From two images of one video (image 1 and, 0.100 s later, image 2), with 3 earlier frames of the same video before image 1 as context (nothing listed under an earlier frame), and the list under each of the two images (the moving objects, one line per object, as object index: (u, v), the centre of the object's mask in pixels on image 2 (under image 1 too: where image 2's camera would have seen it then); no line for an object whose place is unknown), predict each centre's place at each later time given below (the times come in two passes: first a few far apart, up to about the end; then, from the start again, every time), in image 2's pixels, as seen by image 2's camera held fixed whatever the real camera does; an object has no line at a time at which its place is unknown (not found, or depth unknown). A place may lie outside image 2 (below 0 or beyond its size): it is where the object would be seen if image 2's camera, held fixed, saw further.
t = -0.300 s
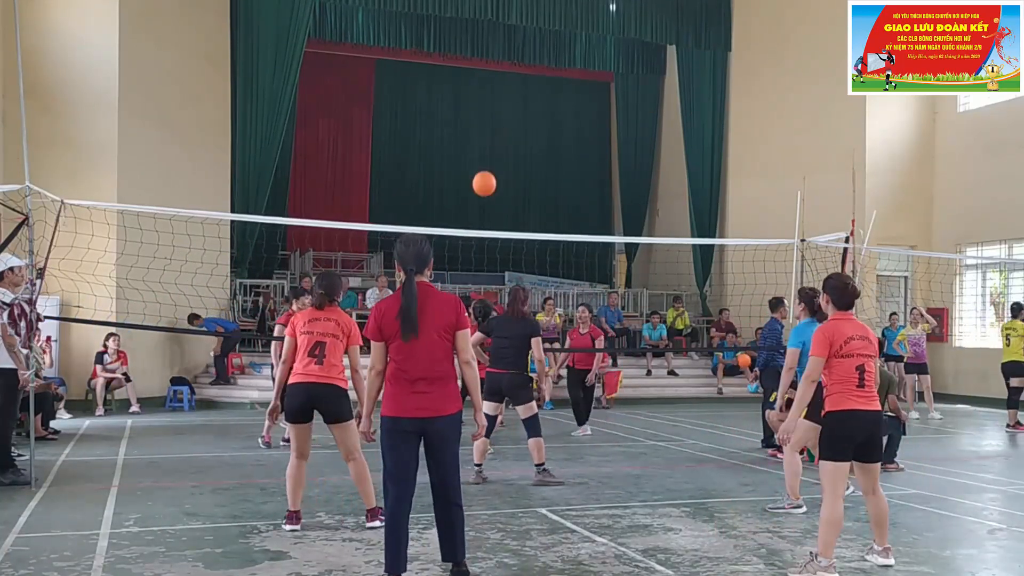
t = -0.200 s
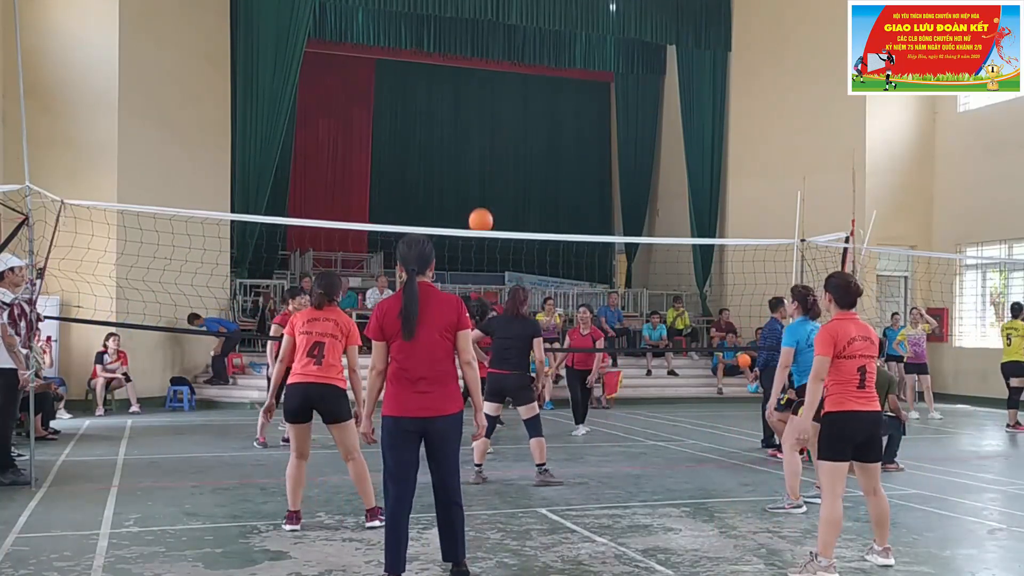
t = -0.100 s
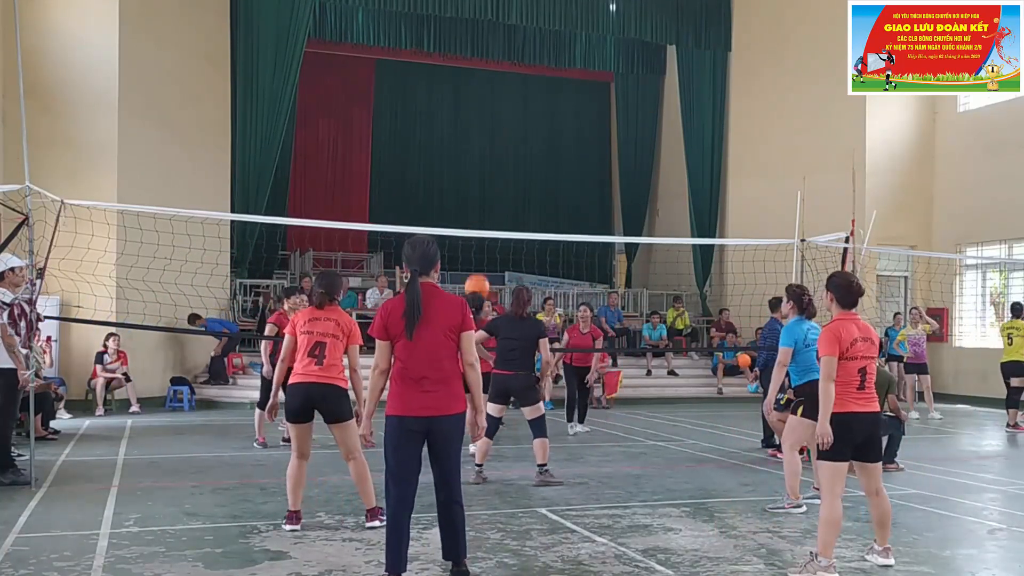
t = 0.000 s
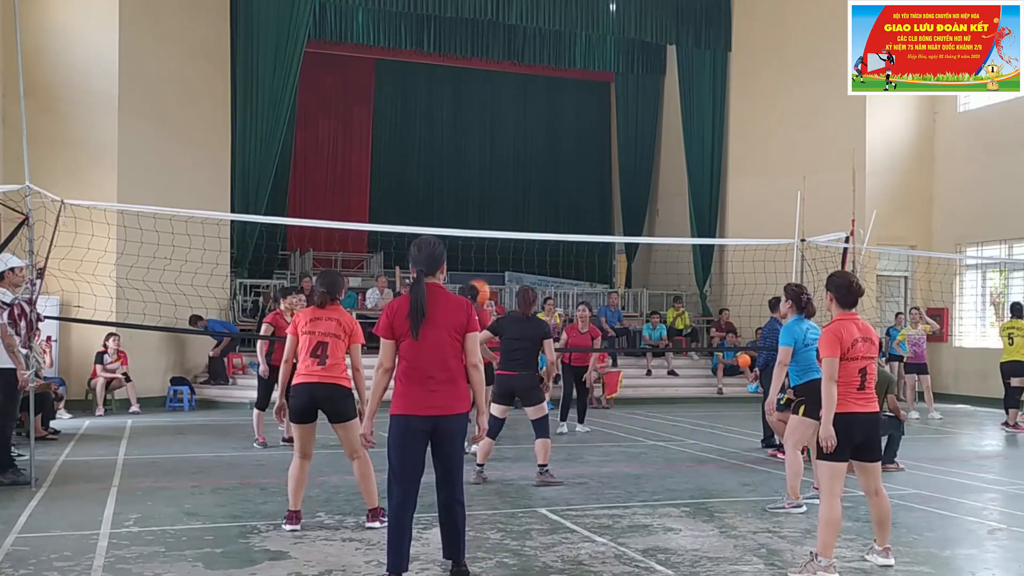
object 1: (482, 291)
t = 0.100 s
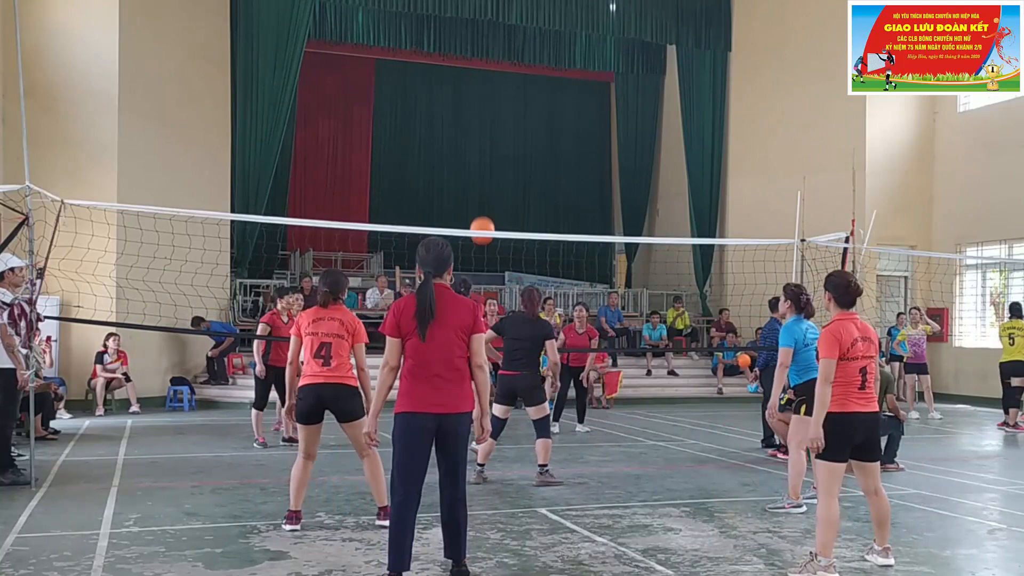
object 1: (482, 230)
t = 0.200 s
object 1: (486, 180)
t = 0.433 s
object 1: (492, 108)
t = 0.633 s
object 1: (494, 91)
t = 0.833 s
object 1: (496, 112)
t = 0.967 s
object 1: (497, 145)
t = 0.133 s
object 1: (483, 212)
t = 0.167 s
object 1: (485, 196)
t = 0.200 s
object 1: (486, 180)
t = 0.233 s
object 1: (487, 166)
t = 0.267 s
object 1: (488, 154)
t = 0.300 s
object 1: (489, 142)
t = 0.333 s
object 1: (490, 132)
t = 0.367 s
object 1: (490, 123)
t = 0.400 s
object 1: (491, 115)
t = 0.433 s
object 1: (492, 108)
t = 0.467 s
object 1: (492, 102)
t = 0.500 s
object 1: (492, 98)
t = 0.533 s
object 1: (493, 95)
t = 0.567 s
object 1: (493, 92)
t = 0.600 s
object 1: (494, 91)
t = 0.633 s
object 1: (494, 91)
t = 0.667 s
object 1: (494, 92)
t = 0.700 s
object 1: (495, 94)
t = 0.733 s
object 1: (495, 97)
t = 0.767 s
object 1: (496, 101)
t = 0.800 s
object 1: (496, 106)
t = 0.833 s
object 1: (496, 112)
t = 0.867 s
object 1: (497, 119)
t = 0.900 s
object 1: (497, 126)
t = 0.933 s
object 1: (497, 135)
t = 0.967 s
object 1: (497, 145)
